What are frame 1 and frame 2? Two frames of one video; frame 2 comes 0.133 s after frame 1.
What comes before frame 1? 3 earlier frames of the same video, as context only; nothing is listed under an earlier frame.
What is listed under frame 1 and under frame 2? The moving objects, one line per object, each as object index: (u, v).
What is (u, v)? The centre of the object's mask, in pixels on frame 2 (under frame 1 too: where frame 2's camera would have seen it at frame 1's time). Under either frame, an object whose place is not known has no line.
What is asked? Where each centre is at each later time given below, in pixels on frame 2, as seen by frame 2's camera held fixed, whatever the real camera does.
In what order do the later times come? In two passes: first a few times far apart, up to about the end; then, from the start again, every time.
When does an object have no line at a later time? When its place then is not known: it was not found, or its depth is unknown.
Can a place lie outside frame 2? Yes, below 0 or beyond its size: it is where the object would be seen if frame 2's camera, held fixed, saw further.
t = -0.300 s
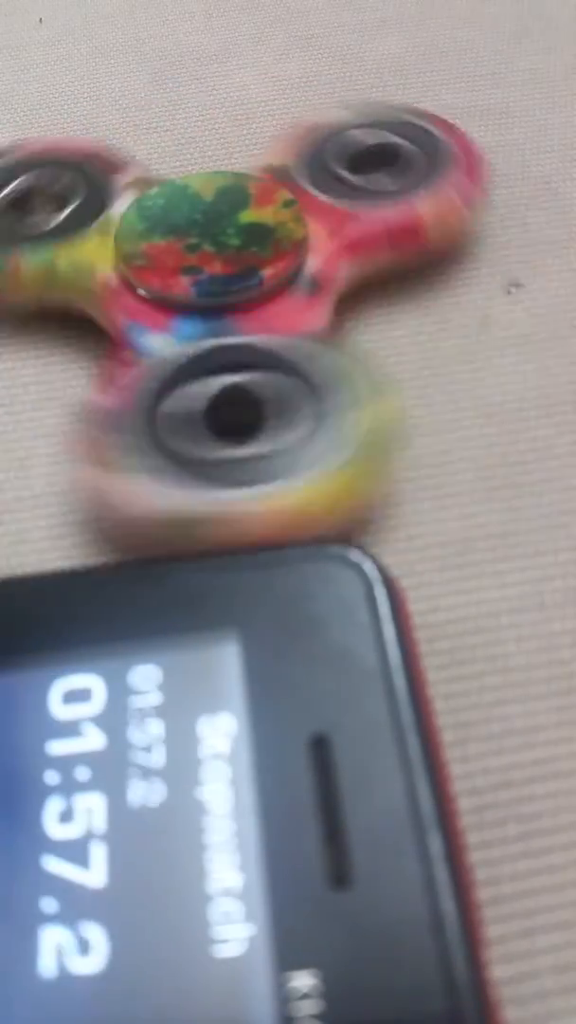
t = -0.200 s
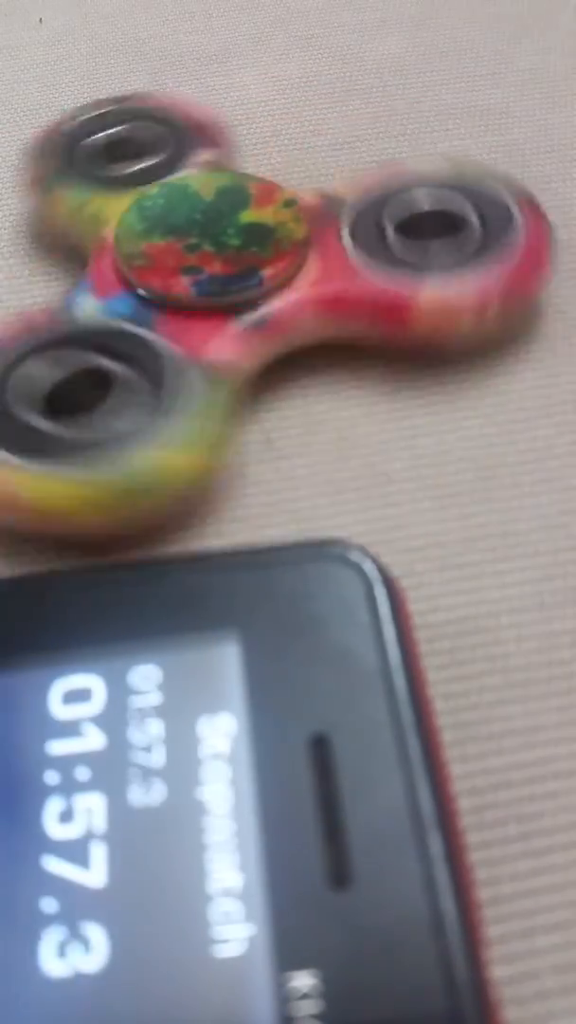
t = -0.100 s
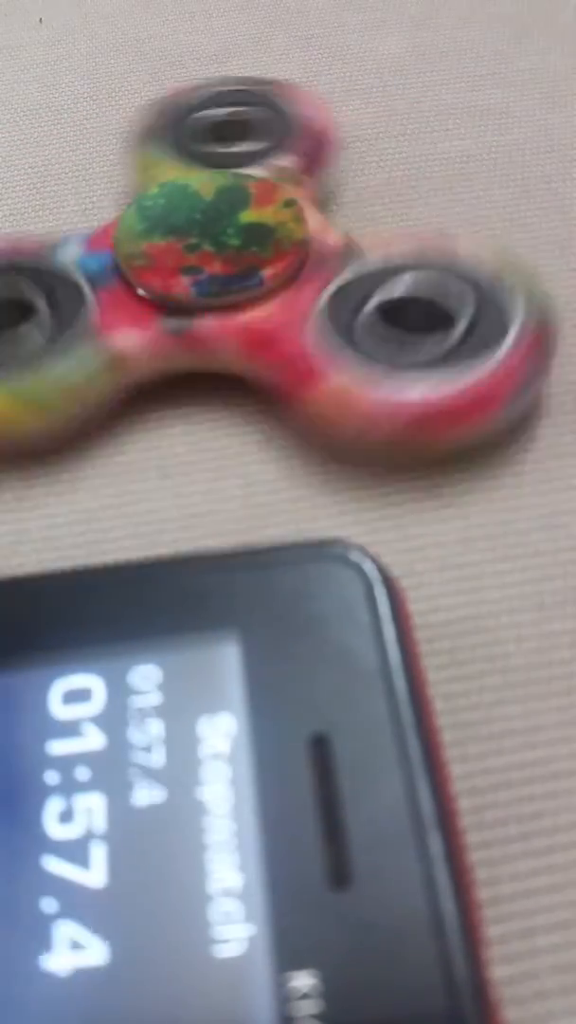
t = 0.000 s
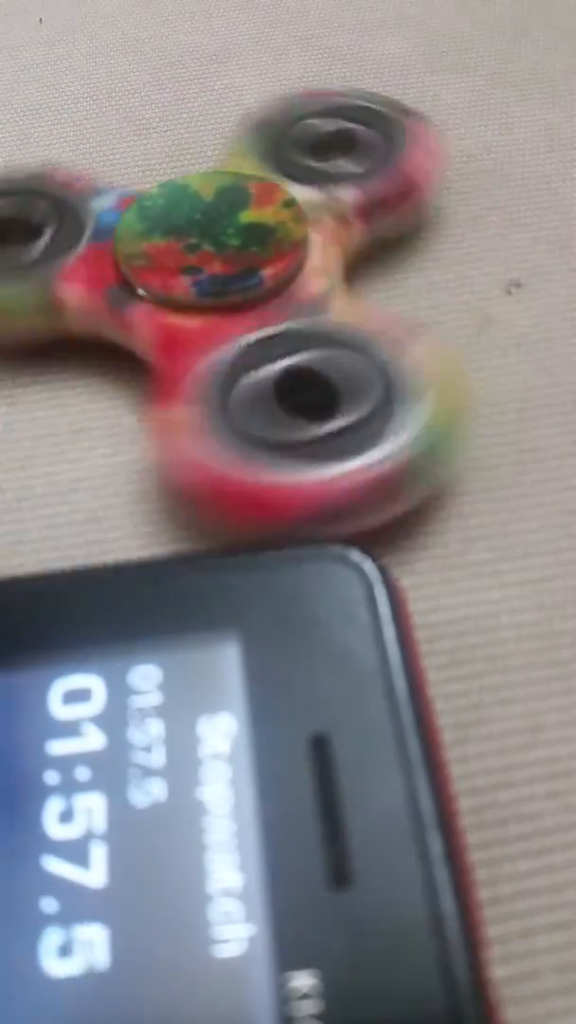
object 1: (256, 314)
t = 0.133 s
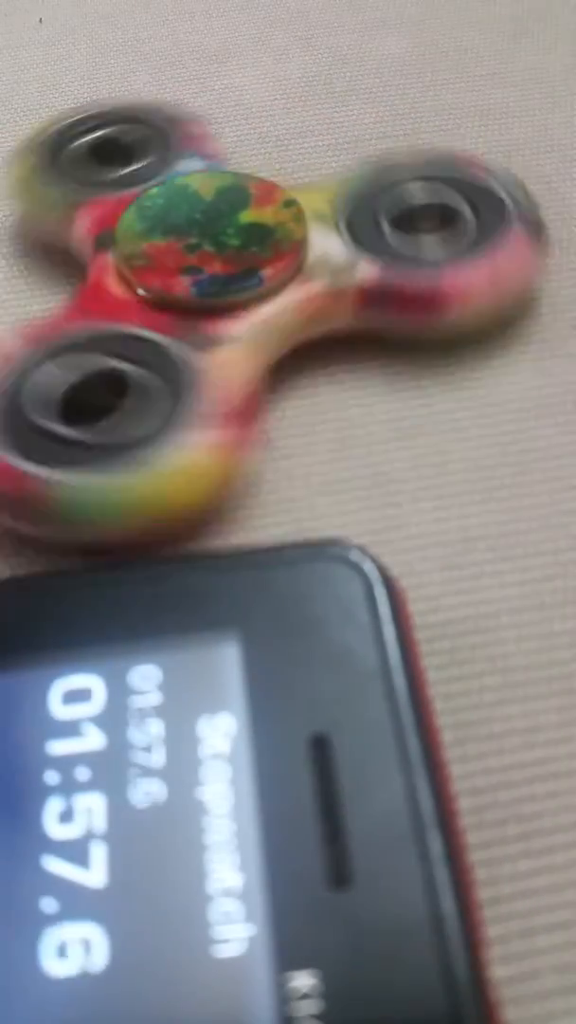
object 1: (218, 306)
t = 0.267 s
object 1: (269, 298)
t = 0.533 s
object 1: (236, 295)
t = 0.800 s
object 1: (214, 314)
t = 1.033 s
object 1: (266, 308)
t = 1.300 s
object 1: (258, 293)
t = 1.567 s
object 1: (216, 306)
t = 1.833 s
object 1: (242, 317)
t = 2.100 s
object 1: (270, 299)
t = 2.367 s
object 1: (234, 296)
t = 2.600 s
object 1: (239, 315)
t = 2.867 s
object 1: (270, 298)
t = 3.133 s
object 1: (229, 298)
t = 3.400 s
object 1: (237, 314)
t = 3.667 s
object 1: (269, 299)
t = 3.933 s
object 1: (224, 301)
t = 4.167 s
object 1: (254, 315)
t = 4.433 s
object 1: (256, 291)
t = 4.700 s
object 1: (216, 314)
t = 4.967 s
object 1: (266, 308)
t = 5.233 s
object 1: (235, 296)
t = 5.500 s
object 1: (237, 316)
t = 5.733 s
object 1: (256, 291)
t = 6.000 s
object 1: (222, 313)
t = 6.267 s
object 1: (268, 301)
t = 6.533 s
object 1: (219, 305)
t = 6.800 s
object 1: (259, 313)
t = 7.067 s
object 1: (240, 294)
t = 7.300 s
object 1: (253, 313)
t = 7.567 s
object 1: (246, 293)
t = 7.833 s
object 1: (238, 314)
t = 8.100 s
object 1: (256, 292)
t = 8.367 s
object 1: (229, 315)
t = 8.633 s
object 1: (262, 292)
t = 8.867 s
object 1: (236, 313)
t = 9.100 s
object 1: (246, 293)
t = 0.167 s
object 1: (231, 298)
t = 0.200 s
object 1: (247, 293)
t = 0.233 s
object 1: (262, 293)
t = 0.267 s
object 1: (269, 298)
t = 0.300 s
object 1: (269, 306)
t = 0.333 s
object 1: (261, 313)
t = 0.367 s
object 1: (248, 317)
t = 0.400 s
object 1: (232, 316)
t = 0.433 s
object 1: (219, 315)
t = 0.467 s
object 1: (213, 309)
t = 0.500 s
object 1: (223, 301)
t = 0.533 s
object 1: (236, 295)
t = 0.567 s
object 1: (252, 292)
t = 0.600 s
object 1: (265, 294)
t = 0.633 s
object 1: (271, 300)
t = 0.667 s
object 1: (268, 309)
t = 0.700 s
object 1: (258, 316)
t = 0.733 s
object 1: (244, 317)
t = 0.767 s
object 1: (227, 316)
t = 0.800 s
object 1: (214, 314)
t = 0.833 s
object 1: (215, 306)
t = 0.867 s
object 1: (226, 299)
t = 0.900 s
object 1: (242, 294)
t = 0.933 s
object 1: (256, 292)
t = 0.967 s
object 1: (267, 294)
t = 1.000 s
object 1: (270, 301)
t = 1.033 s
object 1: (266, 308)
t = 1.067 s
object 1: (255, 313)
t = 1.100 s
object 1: (242, 314)
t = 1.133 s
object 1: (228, 314)
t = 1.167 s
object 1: (216, 314)
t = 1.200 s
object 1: (217, 307)
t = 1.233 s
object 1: (229, 299)
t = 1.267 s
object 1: (244, 294)
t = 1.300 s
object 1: (258, 293)
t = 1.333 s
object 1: (267, 297)
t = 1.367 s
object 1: (269, 303)
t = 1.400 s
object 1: (264, 311)
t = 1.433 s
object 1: (253, 316)
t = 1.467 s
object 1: (240, 315)
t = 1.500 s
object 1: (225, 314)
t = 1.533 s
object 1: (214, 313)
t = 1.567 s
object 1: (216, 306)
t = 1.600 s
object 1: (228, 299)
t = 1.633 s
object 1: (241, 293)
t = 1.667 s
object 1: (254, 292)
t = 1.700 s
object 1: (266, 295)
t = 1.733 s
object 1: (269, 302)
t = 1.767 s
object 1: (266, 311)
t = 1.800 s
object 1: (255, 315)
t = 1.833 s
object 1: (242, 317)
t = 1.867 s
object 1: (227, 315)
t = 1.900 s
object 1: (216, 313)
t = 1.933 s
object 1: (215, 307)
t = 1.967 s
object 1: (226, 300)
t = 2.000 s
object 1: (240, 295)
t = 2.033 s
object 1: (254, 292)
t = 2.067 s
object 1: (265, 294)
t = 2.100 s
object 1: (270, 299)
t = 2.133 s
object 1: (268, 306)
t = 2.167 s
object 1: (260, 312)
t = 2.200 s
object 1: (248, 314)
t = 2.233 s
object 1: (235, 313)
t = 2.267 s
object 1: (221, 315)
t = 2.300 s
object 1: (215, 310)
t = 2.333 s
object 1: (221, 303)
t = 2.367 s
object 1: (234, 296)
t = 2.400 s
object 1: (248, 293)
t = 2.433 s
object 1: (261, 293)
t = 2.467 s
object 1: (268, 297)
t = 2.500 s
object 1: (268, 303)
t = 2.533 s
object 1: (263, 311)
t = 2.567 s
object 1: (252, 316)
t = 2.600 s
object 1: (239, 315)
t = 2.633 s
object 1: (225, 314)
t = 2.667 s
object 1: (216, 313)
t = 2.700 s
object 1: (214, 308)
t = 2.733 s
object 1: (225, 301)
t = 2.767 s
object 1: (238, 295)
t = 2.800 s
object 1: (251, 292)
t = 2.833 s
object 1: (263, 293)
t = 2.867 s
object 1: (270, 298)
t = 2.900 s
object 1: (268, 306)
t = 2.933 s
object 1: (261, 313)
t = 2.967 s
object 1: (249, 317)
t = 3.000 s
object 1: (236, 317)
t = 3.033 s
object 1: (223, 316)
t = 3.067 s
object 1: (213, 313)
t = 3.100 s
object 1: (217, 305)
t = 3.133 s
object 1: (229, 298)
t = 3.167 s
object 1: (243, 293)
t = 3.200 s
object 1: (256, 292)
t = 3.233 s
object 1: (265, 293)
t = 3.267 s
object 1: (270, 299)
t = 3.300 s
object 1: (267, 305)
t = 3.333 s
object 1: (260, 311)
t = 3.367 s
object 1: (250, 314)
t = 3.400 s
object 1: (237, 314)
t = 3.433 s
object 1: (224, 315)
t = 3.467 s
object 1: (215, 312)
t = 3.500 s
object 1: (217, 306)
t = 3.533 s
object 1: (228, 299)
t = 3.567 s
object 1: (241, 294)
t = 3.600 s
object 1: (255, 292)
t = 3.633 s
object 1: (264, 294)
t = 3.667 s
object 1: (269, 299)
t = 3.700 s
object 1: (267, 306)
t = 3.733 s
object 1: (260, 312)
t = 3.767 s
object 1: (250, 316)
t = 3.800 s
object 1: (238, 314)
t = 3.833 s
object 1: (224, 314)
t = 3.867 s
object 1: (215, 313)
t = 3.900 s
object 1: (215, 308)
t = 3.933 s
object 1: (224, 301)
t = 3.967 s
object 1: (237, 295)
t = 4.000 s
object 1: (250, 292)
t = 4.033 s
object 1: (261, 292)
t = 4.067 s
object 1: (269, 297)
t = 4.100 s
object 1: (269, 303)
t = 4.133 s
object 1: (264, 310)
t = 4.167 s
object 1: (254, 315)
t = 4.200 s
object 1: (243, 316)
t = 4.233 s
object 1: (229, 315)
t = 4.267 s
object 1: (218, 315)
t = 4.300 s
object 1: (214, 310)
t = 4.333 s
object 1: (221, 303)
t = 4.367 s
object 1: (232, 298)
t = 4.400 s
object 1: (245, 293)
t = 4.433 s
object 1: (256, 291)
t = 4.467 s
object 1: (266, 294)
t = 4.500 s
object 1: (269, 299)
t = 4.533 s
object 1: (268, 305)
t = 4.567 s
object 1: (261, 311)
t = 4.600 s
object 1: (251, 313)
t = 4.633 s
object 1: (239, 314)
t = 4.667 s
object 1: (227, 315)
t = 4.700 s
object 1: (216, 314)
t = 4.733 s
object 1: (215, 308)
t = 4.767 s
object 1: (223, 301)
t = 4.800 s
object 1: (236, 296)
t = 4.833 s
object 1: (248, 293)
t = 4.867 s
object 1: (259, 292)
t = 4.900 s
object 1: (267, 296)
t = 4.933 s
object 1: (268, 301)
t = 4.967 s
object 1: (266, 308)
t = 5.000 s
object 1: (258, 314)
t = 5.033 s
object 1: (248, 315)
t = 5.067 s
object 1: (236, 313)
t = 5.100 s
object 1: (225, 314)
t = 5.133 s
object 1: (216, 313)
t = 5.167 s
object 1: (215, 309)
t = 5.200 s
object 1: (224, 301)
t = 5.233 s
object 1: (235, 296)
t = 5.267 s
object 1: (247, 293)
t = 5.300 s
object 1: (258, 291)
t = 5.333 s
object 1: (266, 294)
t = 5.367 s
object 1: (268, 301)
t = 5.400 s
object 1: (267, 307)
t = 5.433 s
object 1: (260, 313)
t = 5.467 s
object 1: (249, 316)
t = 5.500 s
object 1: (237, 316)
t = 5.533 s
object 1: (226, 315)
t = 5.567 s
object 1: (215, 314)
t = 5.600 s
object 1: (214, 309)
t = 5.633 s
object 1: (222, 302)
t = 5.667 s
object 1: (234, 297)
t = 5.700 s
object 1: (244, 293)
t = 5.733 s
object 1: (256, 291)
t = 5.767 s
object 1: (265, 294)
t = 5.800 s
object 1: (269, 298)
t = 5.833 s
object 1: (268, 304)
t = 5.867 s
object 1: (262, 309)
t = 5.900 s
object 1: (254, 313)
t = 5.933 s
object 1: (243, 314)
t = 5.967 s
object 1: (233, 314)
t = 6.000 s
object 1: (222, 313)
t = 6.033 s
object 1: (214, 312)
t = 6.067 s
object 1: (218, 305)
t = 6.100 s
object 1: (227, 299)
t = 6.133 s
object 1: (239, 295)
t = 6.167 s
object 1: (251, 292)
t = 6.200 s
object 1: (261, 292)
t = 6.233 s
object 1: (266, 296)
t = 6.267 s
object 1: (268, 301)
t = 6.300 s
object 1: (266, 308)
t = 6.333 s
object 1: (258, 313)
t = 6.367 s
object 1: (249, 315)
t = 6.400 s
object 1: (239, 314)
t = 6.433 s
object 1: (227, 314)
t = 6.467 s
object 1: (218, 314)
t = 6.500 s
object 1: (213, 311)
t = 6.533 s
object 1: (219, 305)
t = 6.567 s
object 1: (229, 298)
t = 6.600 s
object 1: (241, 294)
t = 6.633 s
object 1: (251, 292)
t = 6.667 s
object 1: (261, 292)
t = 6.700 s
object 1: (267, 296)
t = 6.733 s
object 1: (269, 301)
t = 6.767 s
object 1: (266, 307)
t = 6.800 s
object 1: (259, 313)
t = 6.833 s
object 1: (249, 316)
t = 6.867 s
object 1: (238, 315)
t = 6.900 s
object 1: (227, 315)
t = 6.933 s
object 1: (218, 314)
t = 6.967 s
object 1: (213, 311)
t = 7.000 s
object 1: (219, 304)
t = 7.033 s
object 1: (229, 298)
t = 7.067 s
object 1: (240, 294)
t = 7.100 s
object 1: (250, 292)
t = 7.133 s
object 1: (260, 292)
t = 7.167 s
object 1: (267, 295)
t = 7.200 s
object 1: (269, 300)
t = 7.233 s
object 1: (266, 305)
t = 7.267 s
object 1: (261, 310)
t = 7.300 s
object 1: (253, 313)
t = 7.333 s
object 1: (243, 314)
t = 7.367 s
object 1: (233, 314)
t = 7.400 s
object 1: (223, 315)
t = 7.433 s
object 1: (215, 313)
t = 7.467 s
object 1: (216, 307)
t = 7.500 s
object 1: (224, 301)
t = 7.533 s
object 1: (235, 296)
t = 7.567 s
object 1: (246, 293)
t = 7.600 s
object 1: (256, 292)
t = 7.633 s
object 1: (264, 293)
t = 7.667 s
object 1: (268, 297)
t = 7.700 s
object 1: (268, 303)
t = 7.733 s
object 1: (264, 309)
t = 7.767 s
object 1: (257, 313)
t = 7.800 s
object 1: (248, 315)
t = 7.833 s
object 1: (238, 314)
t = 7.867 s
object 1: (228, 313)
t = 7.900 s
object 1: (220, 313)
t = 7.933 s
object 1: (214, 312)
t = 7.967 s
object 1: (216, 306)
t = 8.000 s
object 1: (225, 300)
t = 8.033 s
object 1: (235, 296)
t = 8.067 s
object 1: (246, 293)
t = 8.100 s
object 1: (256, 292)
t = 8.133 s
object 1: (264, 293)
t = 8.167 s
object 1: (269, 297)
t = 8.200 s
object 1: (268, 303)
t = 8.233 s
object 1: (265, 308)
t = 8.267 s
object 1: (258, 313)
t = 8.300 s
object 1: (249, 315)
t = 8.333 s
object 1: (239, 316)
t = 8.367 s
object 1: (229, 315)
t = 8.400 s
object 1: (220, 314)
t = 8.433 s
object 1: (214, 312)
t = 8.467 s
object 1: (216, 306)
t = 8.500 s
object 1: (224, 301)
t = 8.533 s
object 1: (234, 296)
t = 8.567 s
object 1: (244, 293)
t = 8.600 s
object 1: (254, 291)
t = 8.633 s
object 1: (262, 292)
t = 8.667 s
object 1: (268, 296)
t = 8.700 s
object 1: (269, 300)
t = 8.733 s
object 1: (266, 306)
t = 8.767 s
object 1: (261, 310)
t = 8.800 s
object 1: (254, 312)
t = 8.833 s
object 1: (245, 313)
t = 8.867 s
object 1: (236, 313)
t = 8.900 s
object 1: (227, 314)
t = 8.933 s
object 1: (218, 314)
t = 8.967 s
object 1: (214, 310)
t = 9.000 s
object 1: (219, 304)
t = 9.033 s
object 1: (226, 299)
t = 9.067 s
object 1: (236, 295)
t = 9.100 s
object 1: (246, 293)
